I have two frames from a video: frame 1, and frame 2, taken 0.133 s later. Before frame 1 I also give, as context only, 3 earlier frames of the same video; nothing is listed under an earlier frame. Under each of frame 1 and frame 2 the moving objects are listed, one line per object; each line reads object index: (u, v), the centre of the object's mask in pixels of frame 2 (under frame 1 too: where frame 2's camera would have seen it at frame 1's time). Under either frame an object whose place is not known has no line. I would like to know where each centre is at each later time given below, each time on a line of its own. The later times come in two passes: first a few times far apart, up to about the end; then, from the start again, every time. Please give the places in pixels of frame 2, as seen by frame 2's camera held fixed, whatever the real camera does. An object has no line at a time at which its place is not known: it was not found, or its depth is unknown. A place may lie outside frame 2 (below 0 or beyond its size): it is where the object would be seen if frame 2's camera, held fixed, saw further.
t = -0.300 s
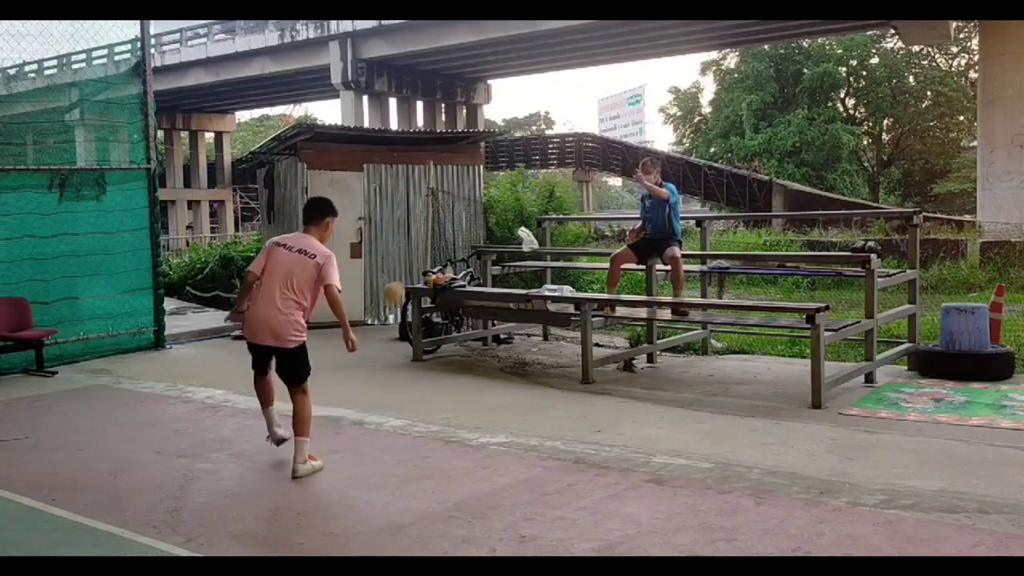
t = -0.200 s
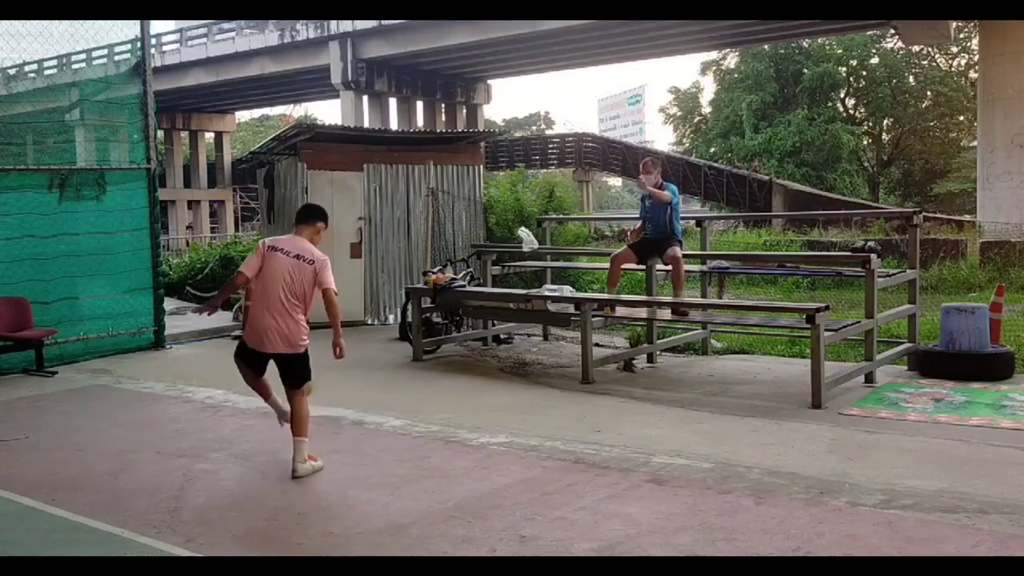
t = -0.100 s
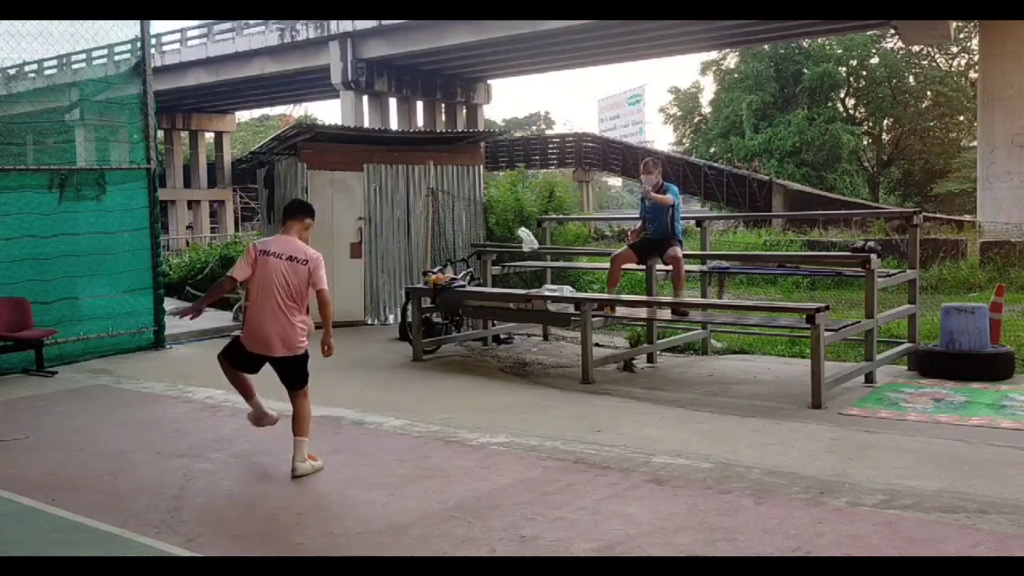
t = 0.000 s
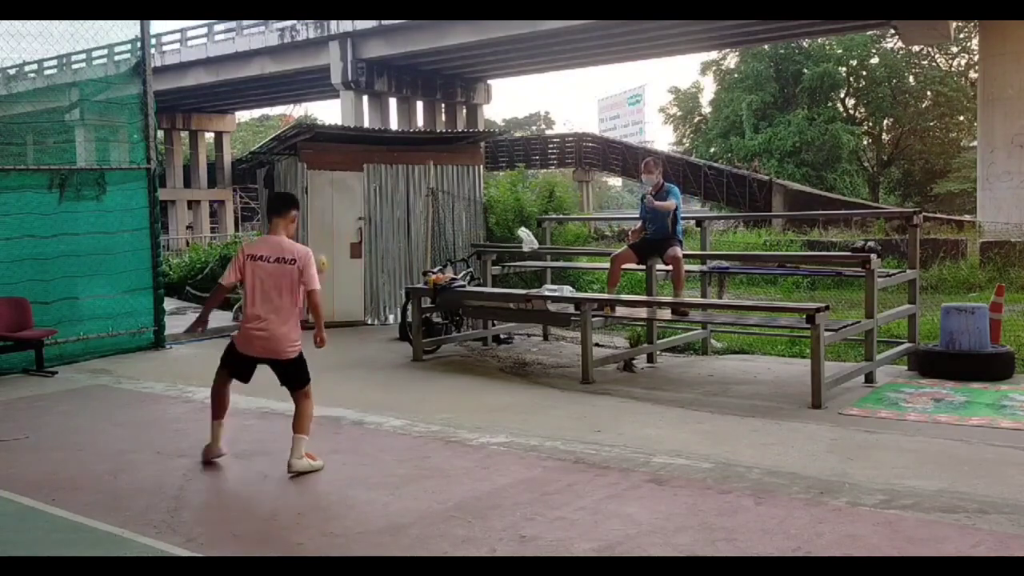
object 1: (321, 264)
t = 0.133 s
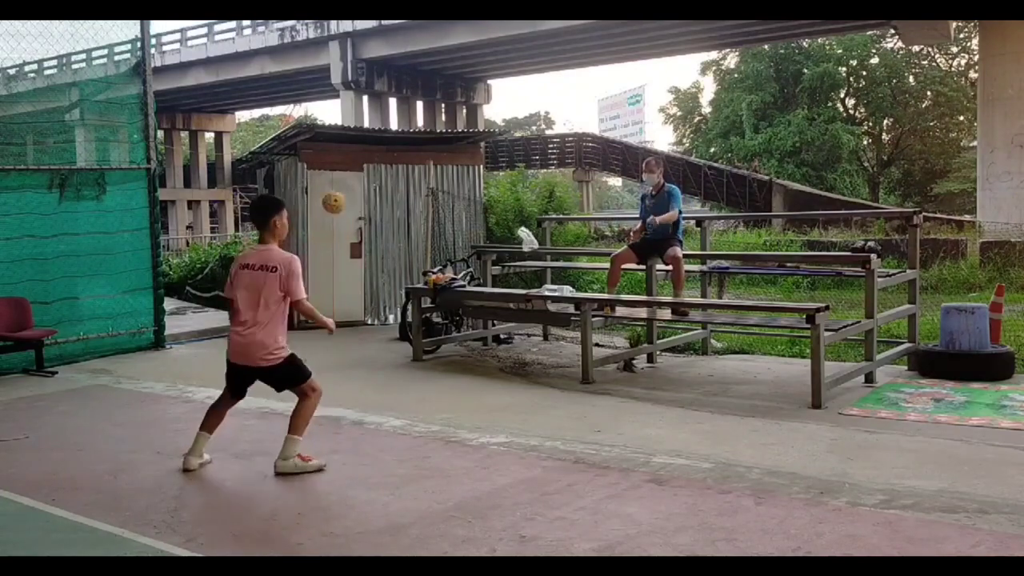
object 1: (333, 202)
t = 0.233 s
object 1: (347, 174)
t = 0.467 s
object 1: (385, 175)
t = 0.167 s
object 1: (338, 191)
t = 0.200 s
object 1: (343, 181)
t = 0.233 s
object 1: (347, 174)
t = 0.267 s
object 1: (353, 169)
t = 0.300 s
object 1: (358, 165)
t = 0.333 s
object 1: (363, 163)
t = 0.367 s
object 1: (368, 163)
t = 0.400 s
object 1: (374, 165)
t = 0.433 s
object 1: (380, 169)
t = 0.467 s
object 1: (385, 175)
